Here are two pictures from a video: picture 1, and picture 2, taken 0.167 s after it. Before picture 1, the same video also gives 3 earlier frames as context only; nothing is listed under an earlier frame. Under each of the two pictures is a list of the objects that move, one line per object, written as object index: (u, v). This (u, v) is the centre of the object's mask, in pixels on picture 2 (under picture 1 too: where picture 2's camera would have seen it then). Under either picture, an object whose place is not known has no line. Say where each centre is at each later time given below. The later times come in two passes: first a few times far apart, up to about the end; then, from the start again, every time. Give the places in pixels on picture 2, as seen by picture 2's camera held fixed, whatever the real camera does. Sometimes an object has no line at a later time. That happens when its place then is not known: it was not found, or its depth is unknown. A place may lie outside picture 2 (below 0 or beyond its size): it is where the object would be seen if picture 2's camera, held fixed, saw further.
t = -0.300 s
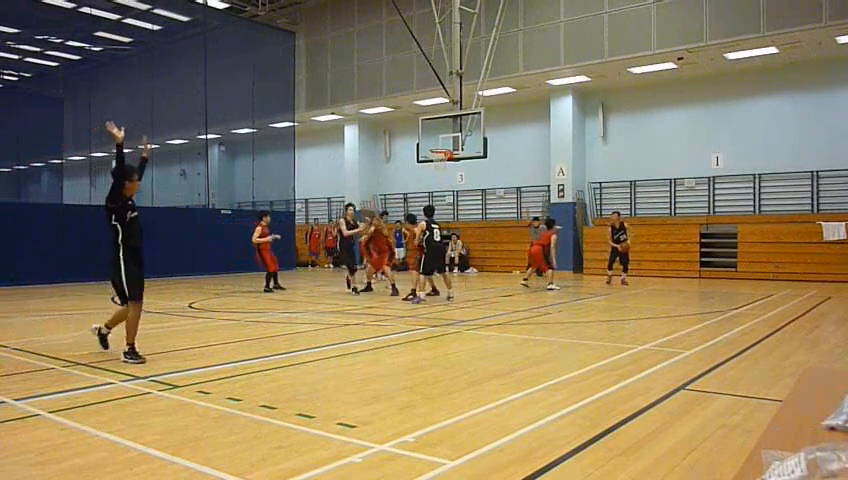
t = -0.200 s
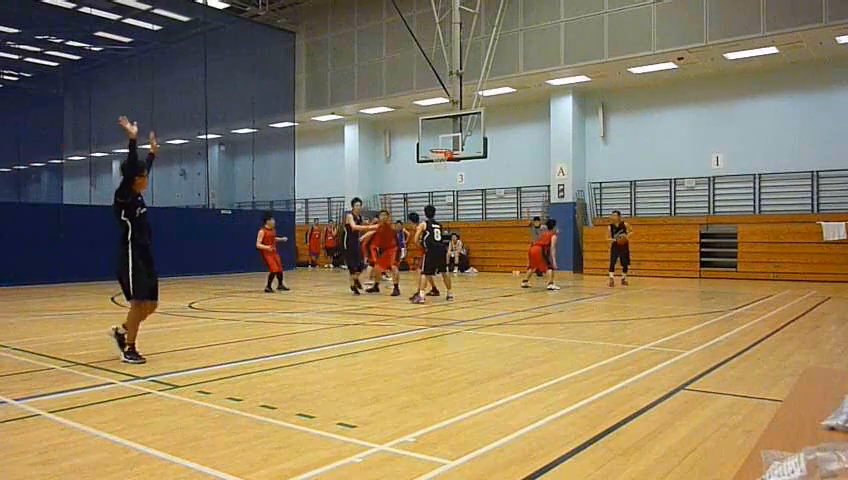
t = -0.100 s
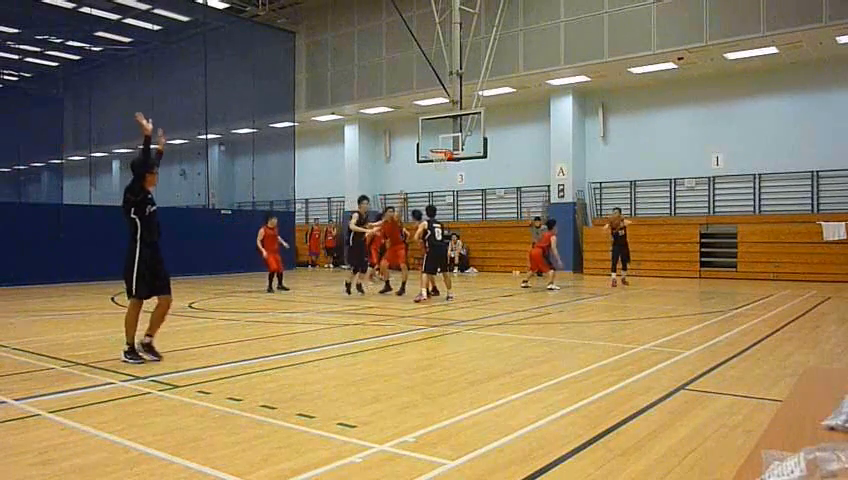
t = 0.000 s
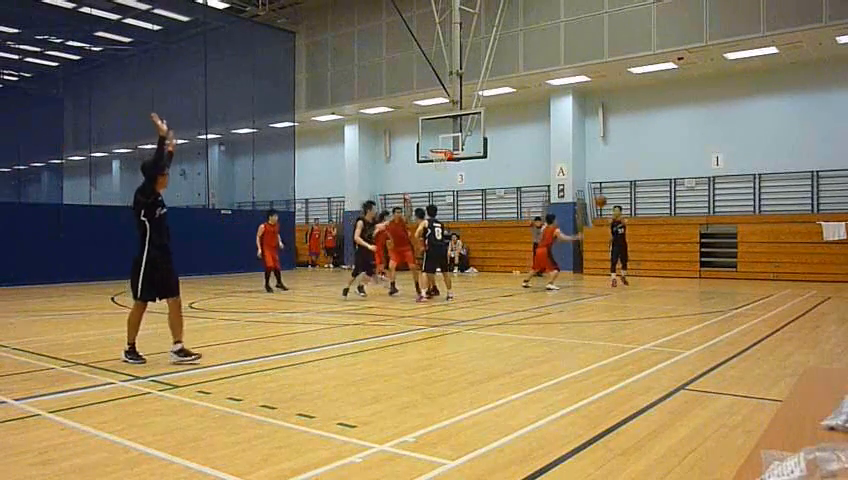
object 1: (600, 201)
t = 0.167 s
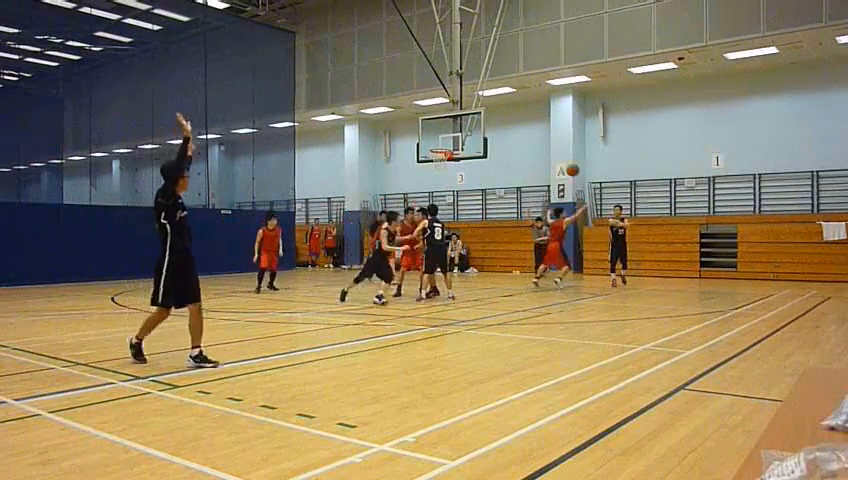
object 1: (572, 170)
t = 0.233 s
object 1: (559, 160)
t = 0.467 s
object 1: (500, 136)
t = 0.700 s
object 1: (409, 146)
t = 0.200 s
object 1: (565, 164)
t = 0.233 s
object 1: (559, 160)
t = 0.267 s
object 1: (552, 154)
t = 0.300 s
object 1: (544, 151)
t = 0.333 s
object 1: (536, 147)
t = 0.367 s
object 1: (528, 143)
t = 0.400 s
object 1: (519, 141)
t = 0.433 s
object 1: (509, 138)
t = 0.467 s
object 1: (500, 136)
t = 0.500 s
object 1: (489, 136)
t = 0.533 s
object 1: (478, 136)
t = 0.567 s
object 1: (466, 135)
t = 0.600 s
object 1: (453, 136)
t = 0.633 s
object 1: (440, 138)
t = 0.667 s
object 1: (425, 141)
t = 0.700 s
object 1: (409, 146)
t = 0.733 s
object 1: (392, 152)
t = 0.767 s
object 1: (375, 159)
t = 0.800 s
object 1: (356, 167)
